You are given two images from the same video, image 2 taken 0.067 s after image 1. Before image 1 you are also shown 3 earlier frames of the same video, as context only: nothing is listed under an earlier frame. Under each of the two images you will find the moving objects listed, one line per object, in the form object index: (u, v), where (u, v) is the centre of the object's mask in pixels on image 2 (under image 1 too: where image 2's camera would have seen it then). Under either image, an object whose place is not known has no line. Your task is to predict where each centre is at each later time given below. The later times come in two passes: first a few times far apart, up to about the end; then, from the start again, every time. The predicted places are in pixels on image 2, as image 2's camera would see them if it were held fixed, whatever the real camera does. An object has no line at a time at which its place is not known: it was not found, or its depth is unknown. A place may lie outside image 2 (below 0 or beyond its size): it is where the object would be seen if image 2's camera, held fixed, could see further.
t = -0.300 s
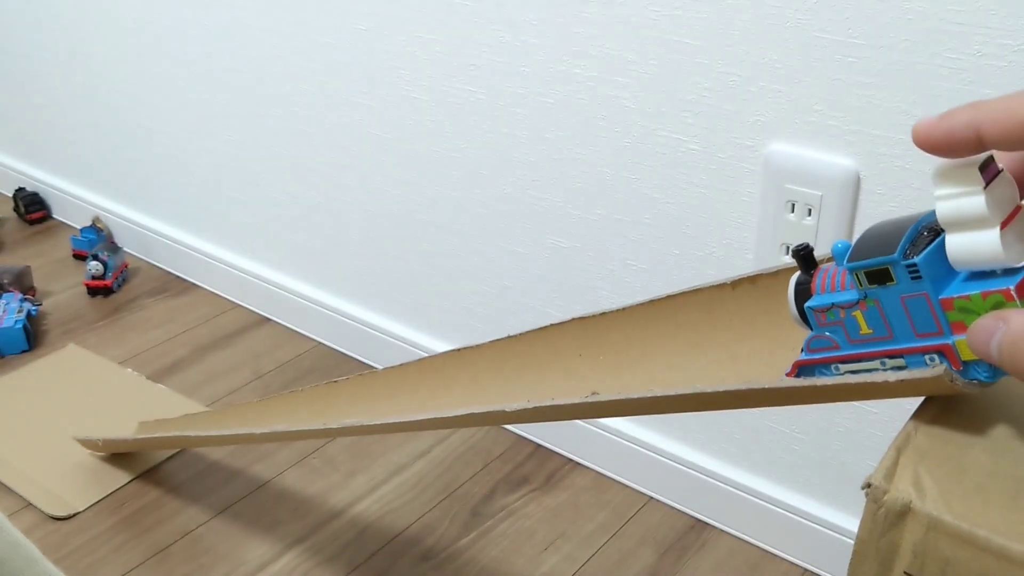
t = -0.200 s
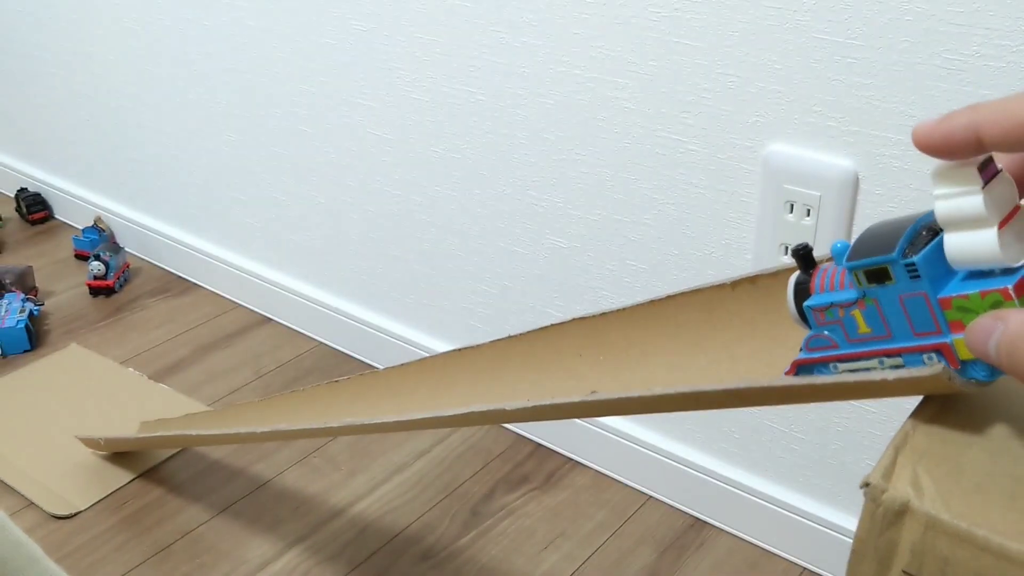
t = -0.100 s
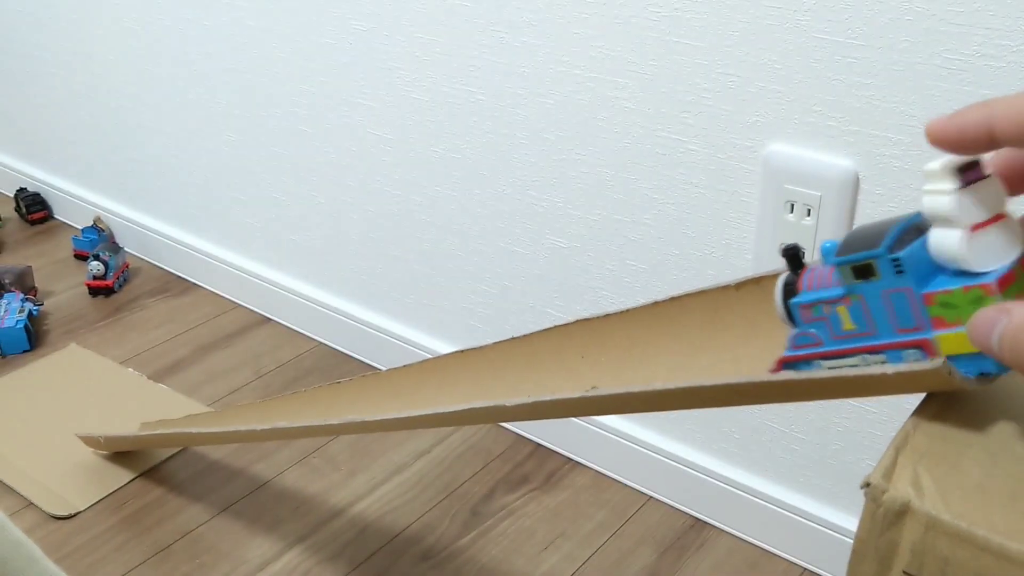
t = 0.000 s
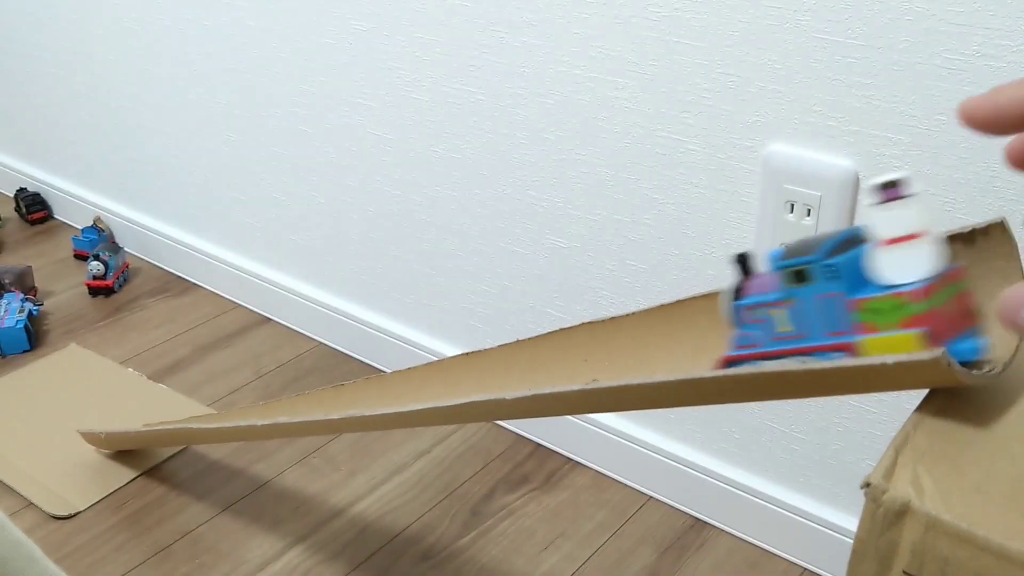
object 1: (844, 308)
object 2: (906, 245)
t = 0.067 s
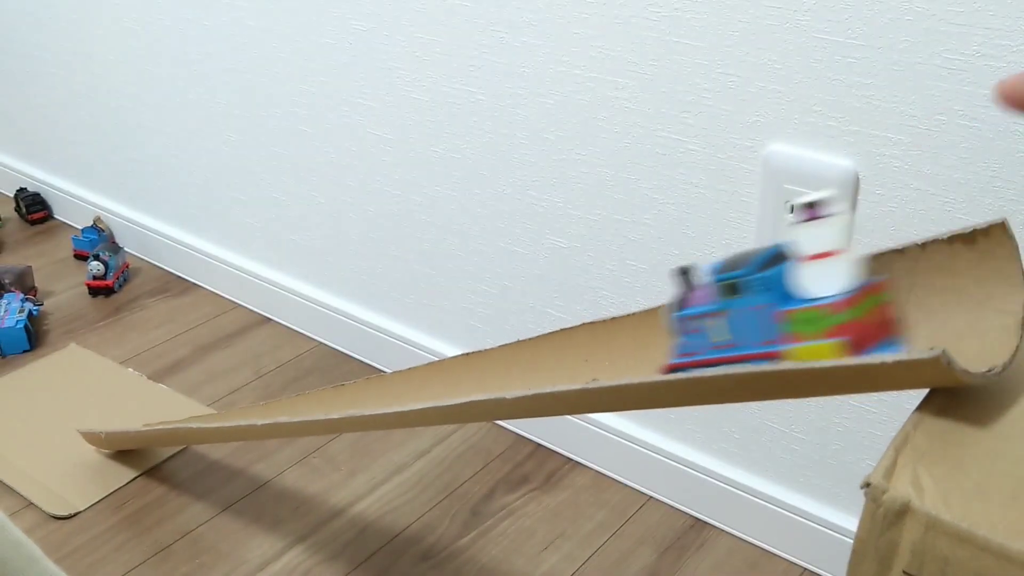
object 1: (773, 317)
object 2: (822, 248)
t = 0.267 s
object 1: (526, 361)
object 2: (547, 319)
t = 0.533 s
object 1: (257, 403)
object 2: (261, 374)
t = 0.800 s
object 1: (88, 407)
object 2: (98, 391)
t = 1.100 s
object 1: (23, 350)
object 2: (32, 326)
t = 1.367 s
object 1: (22, 353)
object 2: (24, 329)
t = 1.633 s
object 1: (22, 353)
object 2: (26, 329)
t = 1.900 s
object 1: (22, 353)
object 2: (26, 329)
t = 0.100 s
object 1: (732, 323)
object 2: (777, 258)
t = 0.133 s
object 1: (689, 331)
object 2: (728, 269)
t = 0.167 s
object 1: (648, 339)
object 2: (684, 286)
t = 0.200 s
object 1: (606, 347)
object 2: (632, 290)
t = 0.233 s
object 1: (565, 354)
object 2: (587, 300)
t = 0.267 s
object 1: (526, 361)
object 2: (547, 319)
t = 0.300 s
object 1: (487, 367)
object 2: (501, 318)
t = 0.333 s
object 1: (449, 373)
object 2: (467, 333)
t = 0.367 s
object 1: (412, 378)
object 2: (425, 334)
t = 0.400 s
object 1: (377, 383)
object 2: (391, 350)
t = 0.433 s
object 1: (345, 389)
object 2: (355, 356)
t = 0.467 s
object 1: (315, 394)
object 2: (323, 362)
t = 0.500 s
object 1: (285, 399)
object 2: (291, 368)
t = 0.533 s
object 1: (257, 403)
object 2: (261, 374)
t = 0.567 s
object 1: (231, 406)
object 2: (234, 379)
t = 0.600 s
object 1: (207, 409)
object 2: (208, 385)
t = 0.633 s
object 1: (184, 411)
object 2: (181, 383)
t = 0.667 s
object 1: (160, 413)
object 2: (162, 392)
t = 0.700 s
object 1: (139, 415)
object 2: (139, 392)
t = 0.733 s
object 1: (119, 415)
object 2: (126, 398)
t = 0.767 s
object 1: (100, 407)
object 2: (118, 396)
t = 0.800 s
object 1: (88, 407)
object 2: (98, 391)
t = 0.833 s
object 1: (77, 401)
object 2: (75, 380)
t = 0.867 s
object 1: (60, 391)
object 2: (59, 375)
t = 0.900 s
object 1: (45, 381)
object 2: (49, 365)
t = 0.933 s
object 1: (32, 372)
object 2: (39, 356)
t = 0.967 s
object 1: (26, 364)
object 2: (33, 346)
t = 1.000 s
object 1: (24, 360)
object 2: (26, 335)
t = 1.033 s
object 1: (25, 356)
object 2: (24, 331)
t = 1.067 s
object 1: (24, 353)
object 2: (30, 330)
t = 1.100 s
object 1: (23, 350)
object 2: (32, 326)
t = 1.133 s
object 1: (23, 350)
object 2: (32, 326)
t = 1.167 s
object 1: (23, 350)
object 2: (30, 326)
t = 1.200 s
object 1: (23, 352)
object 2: (27, 328)
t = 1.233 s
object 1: (23, 354)
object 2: (24, 329)
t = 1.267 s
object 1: (23, 353)
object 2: (24, 330)
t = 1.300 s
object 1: (22, 353)
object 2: (25, 329)
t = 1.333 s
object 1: (22, 353)
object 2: (25, 329)
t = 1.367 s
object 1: (22, 353)
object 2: (24, 329)
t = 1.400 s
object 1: (22, 353)
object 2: (25, 329)
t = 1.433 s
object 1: (23, 353)
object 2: (25, 329)
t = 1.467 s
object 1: (22, 353)
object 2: (25, 329)
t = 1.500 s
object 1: (23, 353)
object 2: (25, 329)
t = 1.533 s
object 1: (22, 353)
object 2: (25, 329)
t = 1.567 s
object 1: (22, 353)
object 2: (25, 329)
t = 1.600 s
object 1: (22, 353)
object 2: (26, 329)
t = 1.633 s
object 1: (22, 353)
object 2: (26, 329)
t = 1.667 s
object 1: (22, 353)
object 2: (26, 329)
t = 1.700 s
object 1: (22, 353)
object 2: (26, 329)
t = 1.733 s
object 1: (22, 353)
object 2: (26, 329)
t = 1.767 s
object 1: (22, 353)
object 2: (26, 329)
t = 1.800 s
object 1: (22, 353)
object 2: (26, 329)
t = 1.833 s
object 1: (22, 353)
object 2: (26, 329)
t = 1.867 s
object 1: (22, 353)
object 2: (26, 329)
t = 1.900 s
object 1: (22, 353)
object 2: (26, 329)
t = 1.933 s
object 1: (22, 353)
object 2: (26, 329)
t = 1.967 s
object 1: (22, 353)
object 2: (26, 329)
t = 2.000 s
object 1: (22, 353)
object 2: (26, 329)
